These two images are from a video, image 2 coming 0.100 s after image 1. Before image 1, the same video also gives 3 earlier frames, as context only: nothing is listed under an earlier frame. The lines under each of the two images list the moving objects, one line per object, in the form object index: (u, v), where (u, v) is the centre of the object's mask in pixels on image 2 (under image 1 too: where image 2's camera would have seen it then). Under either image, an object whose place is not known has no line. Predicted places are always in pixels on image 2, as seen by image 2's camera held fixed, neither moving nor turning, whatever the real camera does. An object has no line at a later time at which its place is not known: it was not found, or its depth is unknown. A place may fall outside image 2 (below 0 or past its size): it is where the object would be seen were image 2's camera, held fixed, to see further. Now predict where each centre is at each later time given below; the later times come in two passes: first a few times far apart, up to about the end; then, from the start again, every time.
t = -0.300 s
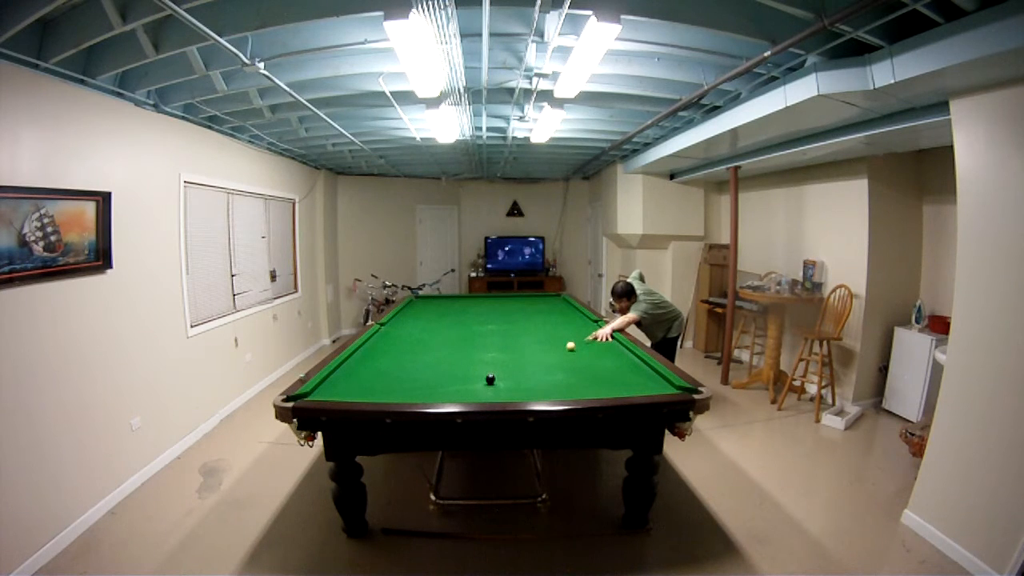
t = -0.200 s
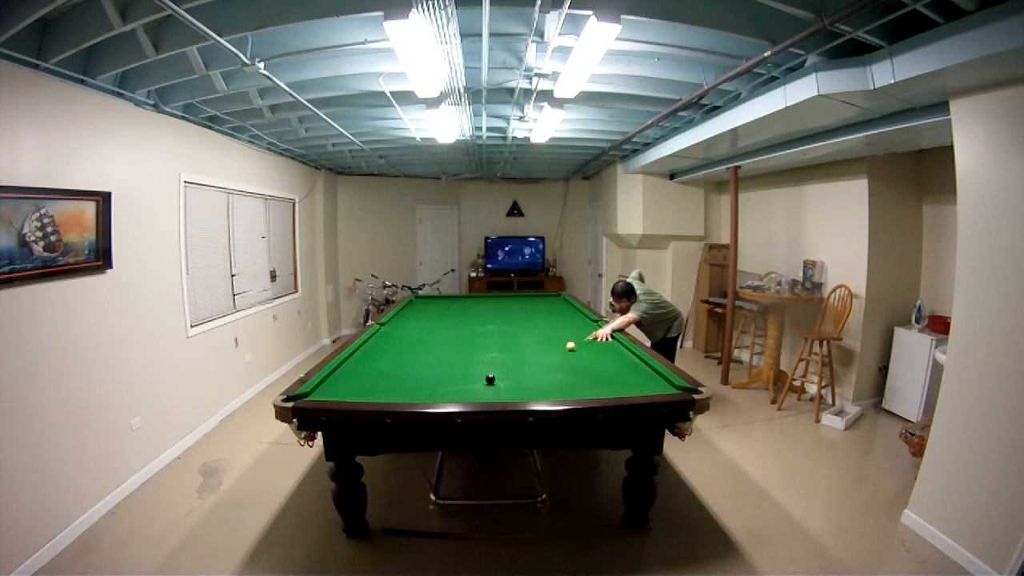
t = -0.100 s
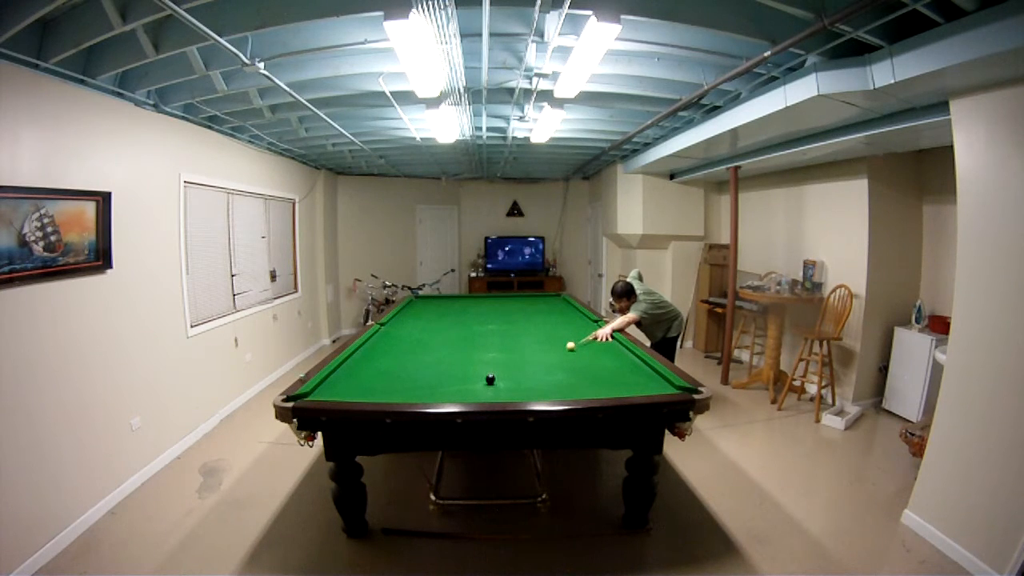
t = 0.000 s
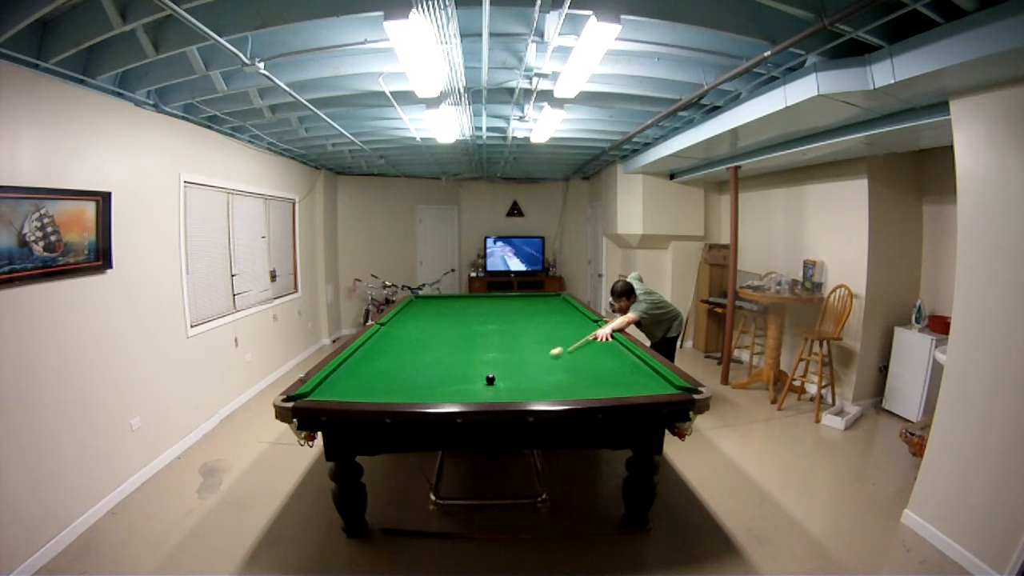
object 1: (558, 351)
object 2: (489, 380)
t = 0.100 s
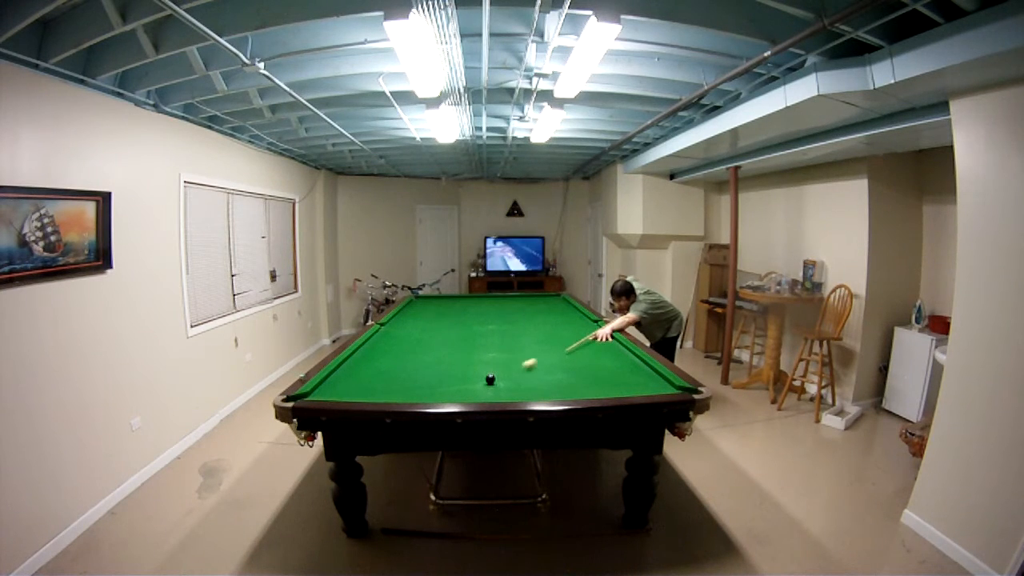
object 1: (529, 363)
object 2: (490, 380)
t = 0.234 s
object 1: (502, 379)
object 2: (479, 382)
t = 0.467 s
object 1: (521, 392)
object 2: (403, 390)
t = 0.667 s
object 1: (541, 390)
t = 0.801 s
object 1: (554, 383)
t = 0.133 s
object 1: (520, 367)
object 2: (490, 380)
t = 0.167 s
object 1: (511, 372)
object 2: (490, 380)
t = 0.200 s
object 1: (502, 376)
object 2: (489, 380)
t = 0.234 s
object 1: (502, 379)
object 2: (479, 382)
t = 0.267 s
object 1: (505, 381)
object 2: (466, 383)
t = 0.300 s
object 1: (508, 383)
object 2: (455, 384)
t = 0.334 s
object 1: (510, 385)
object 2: (444, 386)
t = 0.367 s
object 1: (513, 387)
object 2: (434, 387)
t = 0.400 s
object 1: (515, 389)
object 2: (424, 388)
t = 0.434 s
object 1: (518, 391)
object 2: (413, 390)
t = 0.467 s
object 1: (521, 392)
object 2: (403, 390)
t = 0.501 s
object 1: (524, 394)
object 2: (393, 391)
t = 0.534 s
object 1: (527, 395)
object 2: (384, 392)
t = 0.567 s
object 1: (531, 393)
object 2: (374, 393)
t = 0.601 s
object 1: (535, 392)
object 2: (364, 393)
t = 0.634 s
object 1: (538, 390)
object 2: (354, 394)
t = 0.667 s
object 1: (541, 390)
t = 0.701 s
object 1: (544, 388)
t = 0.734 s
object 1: (548, 386)
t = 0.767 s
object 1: (551, 385)
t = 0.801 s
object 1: (554, 383)
